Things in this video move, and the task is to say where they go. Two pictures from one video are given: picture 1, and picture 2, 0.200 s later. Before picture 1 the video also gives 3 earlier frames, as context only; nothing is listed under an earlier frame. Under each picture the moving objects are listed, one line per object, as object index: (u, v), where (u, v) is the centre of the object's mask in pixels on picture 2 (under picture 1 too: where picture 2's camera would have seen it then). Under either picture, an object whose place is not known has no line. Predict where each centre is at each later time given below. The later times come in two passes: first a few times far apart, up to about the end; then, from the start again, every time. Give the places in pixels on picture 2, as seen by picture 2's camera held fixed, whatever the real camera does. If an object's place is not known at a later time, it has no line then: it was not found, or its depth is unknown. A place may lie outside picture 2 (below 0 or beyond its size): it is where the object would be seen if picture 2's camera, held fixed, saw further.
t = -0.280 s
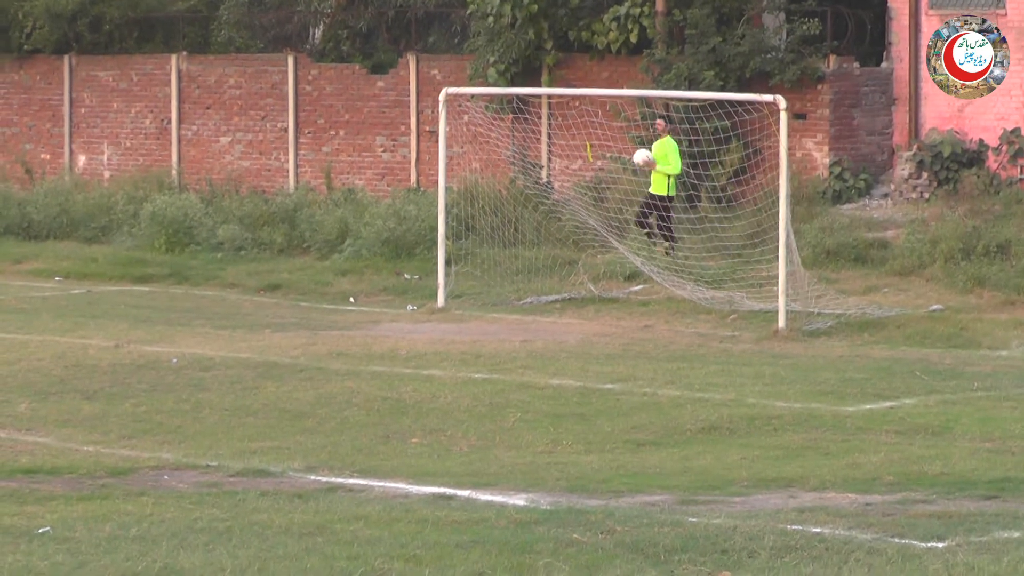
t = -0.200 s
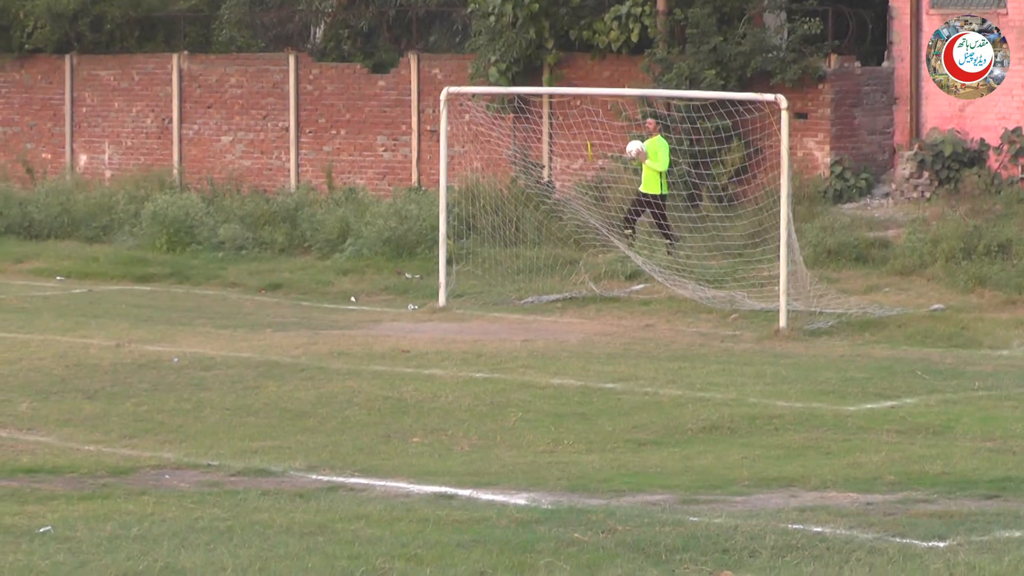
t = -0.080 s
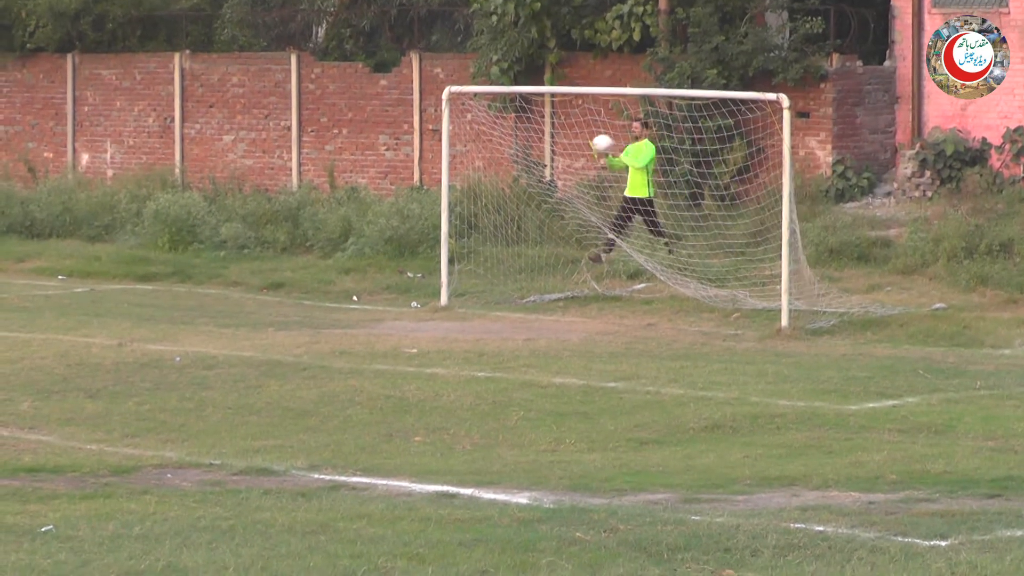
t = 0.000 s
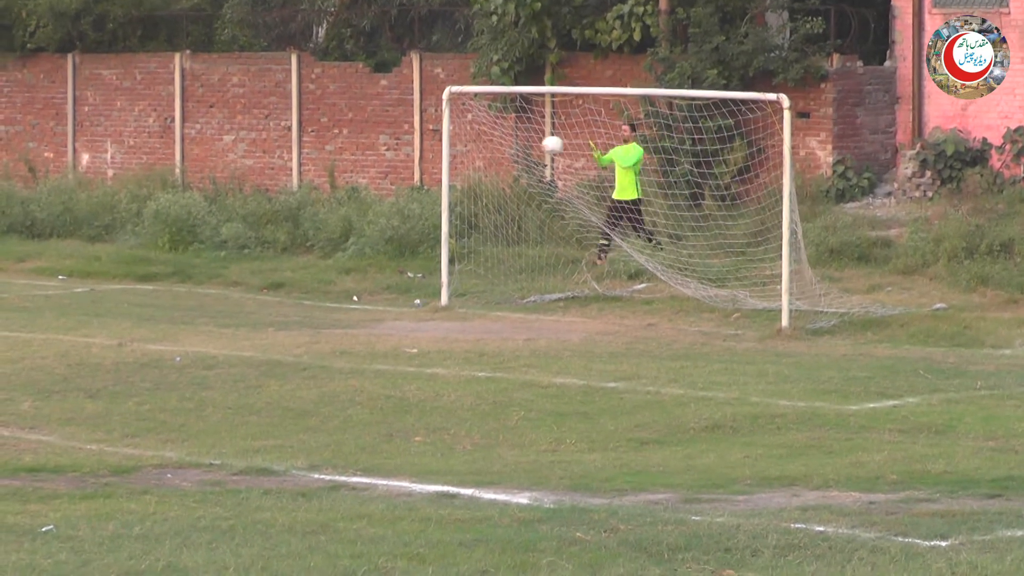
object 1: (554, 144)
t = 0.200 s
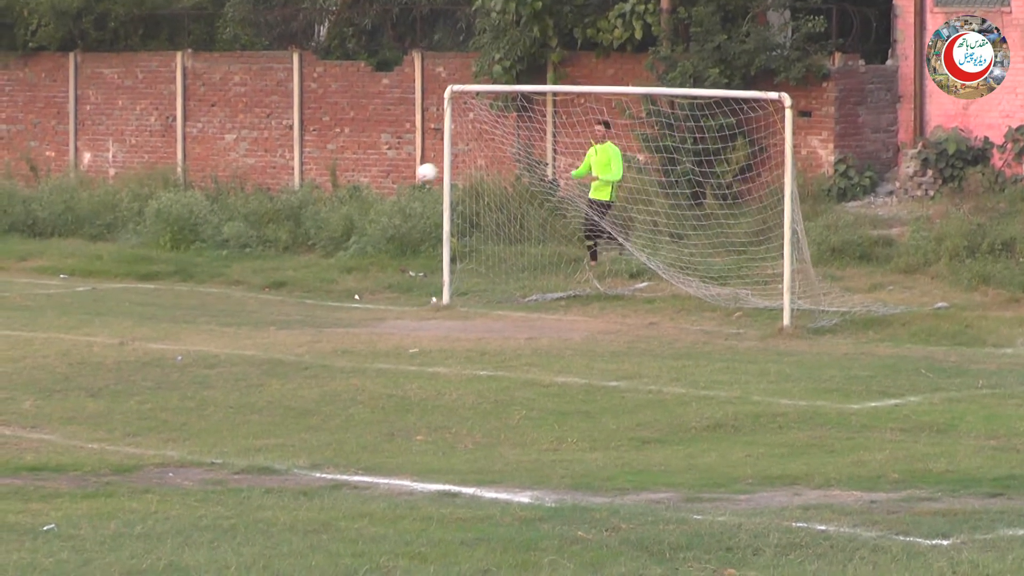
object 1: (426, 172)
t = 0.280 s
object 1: (375, 194)
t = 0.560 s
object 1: (206, 285)
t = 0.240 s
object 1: (401, 182)
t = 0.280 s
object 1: (375, 194)
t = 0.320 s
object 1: (349, 207)
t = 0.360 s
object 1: (324, 224)
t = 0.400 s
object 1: (298, 239)
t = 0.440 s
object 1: (272, 257)
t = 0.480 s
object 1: (246, 277)
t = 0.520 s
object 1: (221, 297)
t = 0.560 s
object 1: (206, 285)
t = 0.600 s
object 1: (194, 272)
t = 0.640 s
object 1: (180, 258)
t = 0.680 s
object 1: (167, 246)
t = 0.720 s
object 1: (155, 237)
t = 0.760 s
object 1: (143, 228)
